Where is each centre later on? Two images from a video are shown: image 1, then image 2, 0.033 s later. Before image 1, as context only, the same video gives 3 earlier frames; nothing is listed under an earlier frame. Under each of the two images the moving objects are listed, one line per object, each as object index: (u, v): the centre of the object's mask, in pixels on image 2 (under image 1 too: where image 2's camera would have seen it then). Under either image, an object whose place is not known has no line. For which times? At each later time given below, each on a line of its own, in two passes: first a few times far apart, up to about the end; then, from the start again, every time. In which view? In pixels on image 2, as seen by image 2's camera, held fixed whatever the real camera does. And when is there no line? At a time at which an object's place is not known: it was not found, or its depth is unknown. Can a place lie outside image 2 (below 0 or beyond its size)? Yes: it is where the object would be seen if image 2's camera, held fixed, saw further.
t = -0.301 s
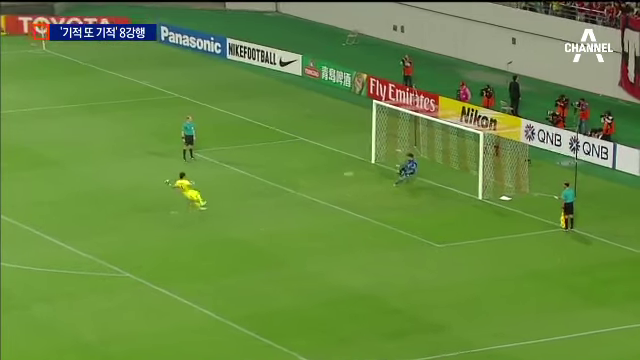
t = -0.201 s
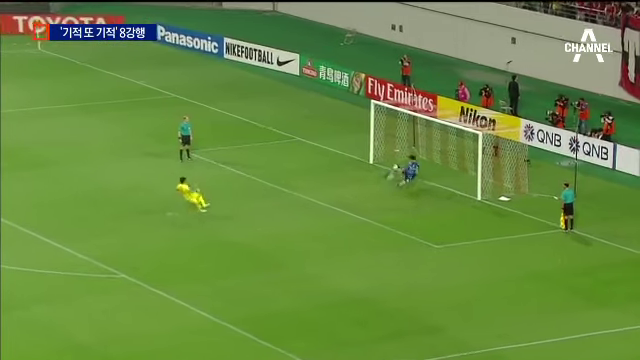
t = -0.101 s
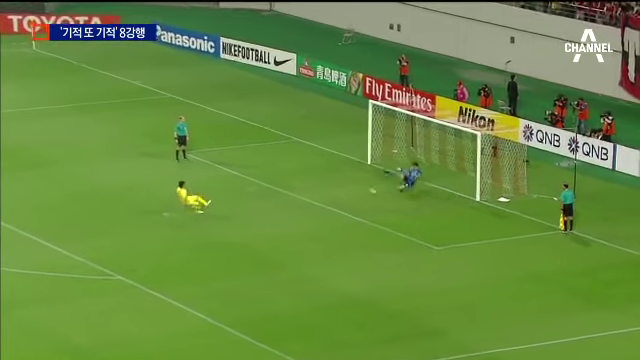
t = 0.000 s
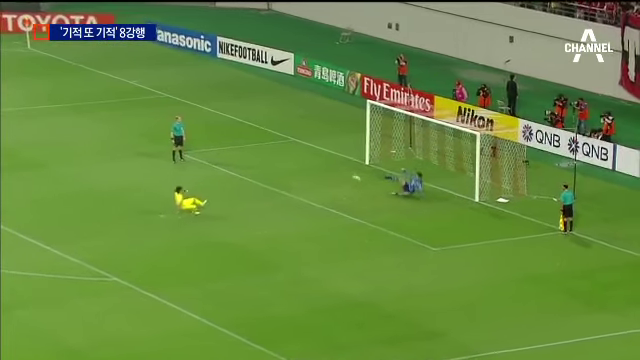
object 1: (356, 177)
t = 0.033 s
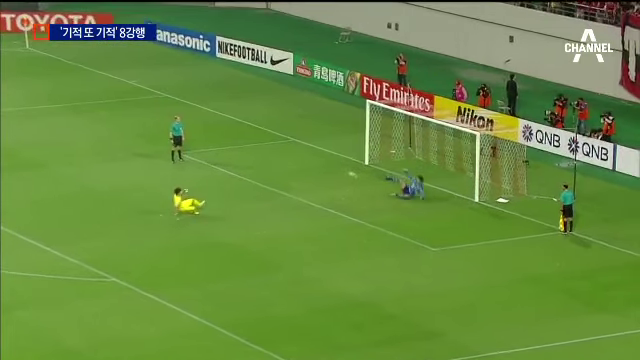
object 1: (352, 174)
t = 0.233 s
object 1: (325, 160)
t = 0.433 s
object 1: (297, 159)
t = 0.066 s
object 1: (348, 171)
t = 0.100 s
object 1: (343, 168)
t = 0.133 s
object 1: (338, 166)
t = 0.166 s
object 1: (333, 163)
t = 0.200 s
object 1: (328, 161)
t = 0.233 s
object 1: (325, 160)
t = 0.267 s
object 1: (320, 159)
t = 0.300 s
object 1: (315, 158)
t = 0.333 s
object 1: (310, 158)
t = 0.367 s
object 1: (306, 158)
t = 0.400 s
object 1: (301, 158)
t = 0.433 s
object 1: (297, 159)
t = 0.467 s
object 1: (293, 161)
